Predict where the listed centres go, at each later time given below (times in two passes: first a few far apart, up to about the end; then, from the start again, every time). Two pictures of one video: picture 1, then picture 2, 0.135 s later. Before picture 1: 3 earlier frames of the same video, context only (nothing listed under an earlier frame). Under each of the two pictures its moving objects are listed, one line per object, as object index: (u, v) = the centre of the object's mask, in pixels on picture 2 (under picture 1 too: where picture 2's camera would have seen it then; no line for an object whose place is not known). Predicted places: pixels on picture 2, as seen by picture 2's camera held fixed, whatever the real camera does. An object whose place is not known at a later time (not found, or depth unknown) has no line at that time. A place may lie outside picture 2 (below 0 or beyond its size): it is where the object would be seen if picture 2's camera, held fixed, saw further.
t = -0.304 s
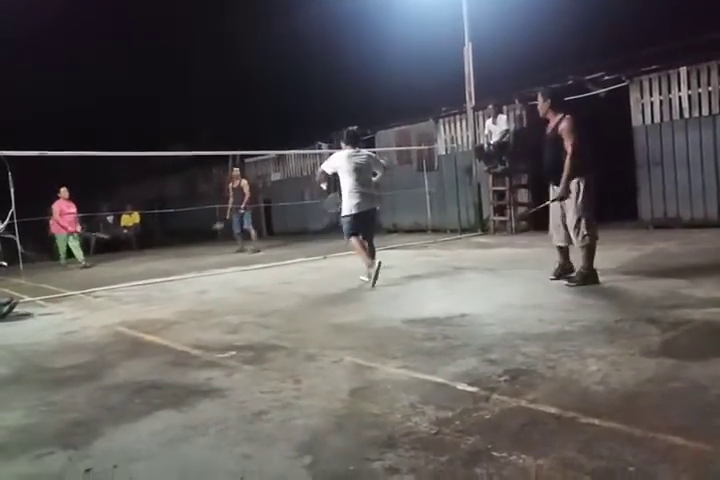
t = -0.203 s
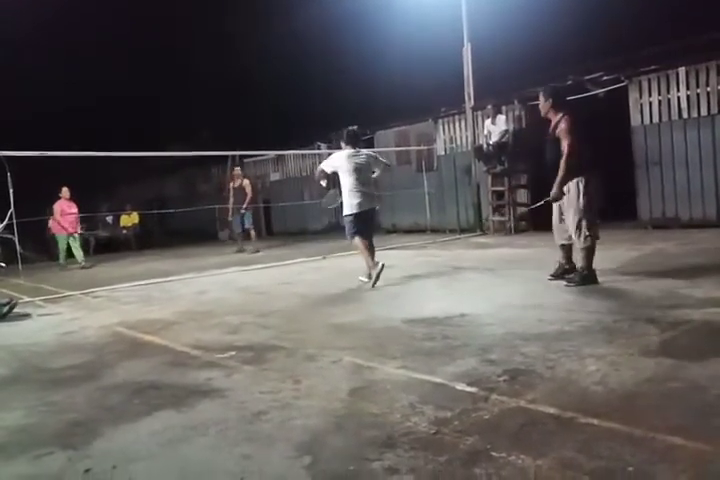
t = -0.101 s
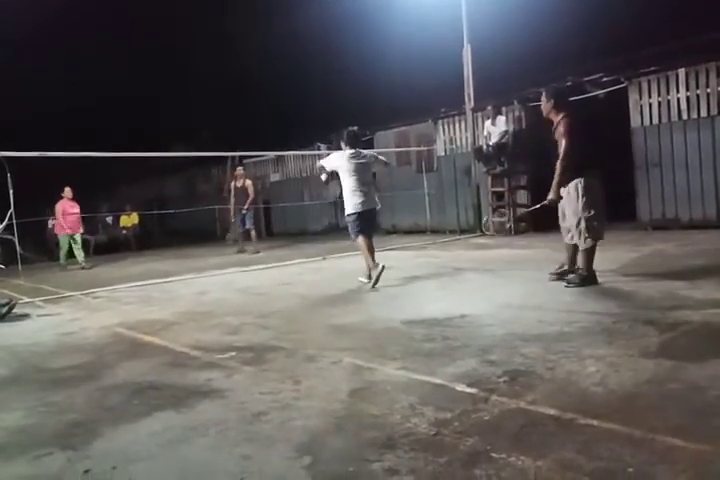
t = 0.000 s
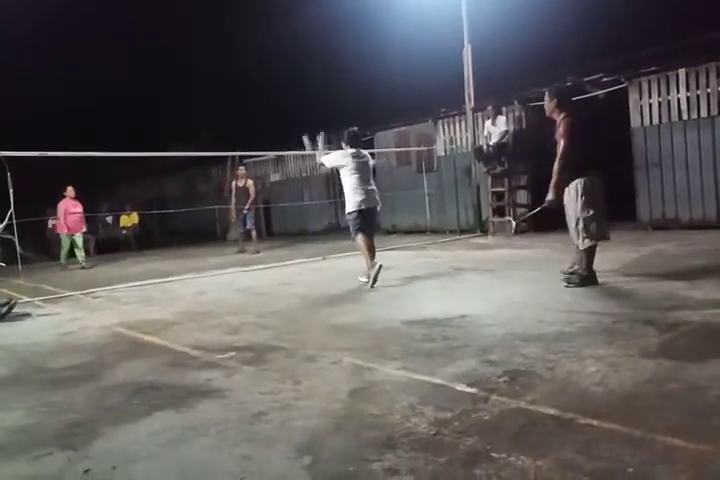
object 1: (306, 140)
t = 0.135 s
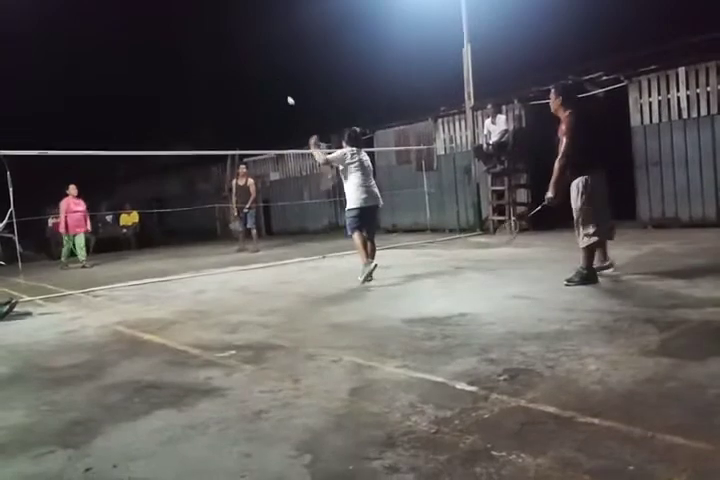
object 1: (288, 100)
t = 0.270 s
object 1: (279, 86)
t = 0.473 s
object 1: (271, 92)
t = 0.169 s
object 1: (286, 96)
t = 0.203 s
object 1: (282, 92)
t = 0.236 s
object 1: (280, 88)
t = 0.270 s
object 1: (279, 86)
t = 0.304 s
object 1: (277, 86)
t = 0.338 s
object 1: (276, 85)
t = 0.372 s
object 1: (274, 86)
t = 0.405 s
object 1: (273, 87)
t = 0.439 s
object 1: (272, 89)
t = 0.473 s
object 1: (271, 92)
